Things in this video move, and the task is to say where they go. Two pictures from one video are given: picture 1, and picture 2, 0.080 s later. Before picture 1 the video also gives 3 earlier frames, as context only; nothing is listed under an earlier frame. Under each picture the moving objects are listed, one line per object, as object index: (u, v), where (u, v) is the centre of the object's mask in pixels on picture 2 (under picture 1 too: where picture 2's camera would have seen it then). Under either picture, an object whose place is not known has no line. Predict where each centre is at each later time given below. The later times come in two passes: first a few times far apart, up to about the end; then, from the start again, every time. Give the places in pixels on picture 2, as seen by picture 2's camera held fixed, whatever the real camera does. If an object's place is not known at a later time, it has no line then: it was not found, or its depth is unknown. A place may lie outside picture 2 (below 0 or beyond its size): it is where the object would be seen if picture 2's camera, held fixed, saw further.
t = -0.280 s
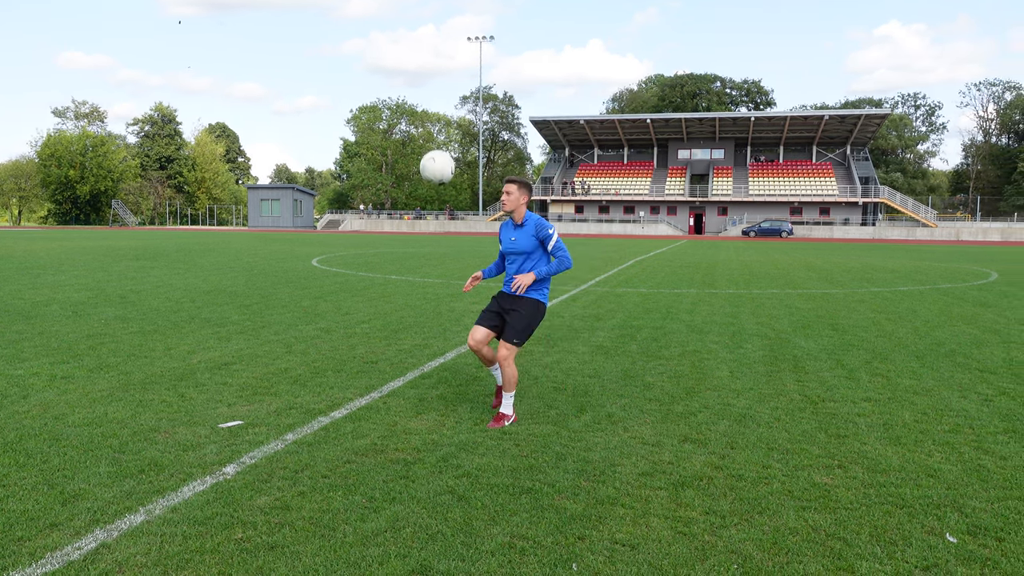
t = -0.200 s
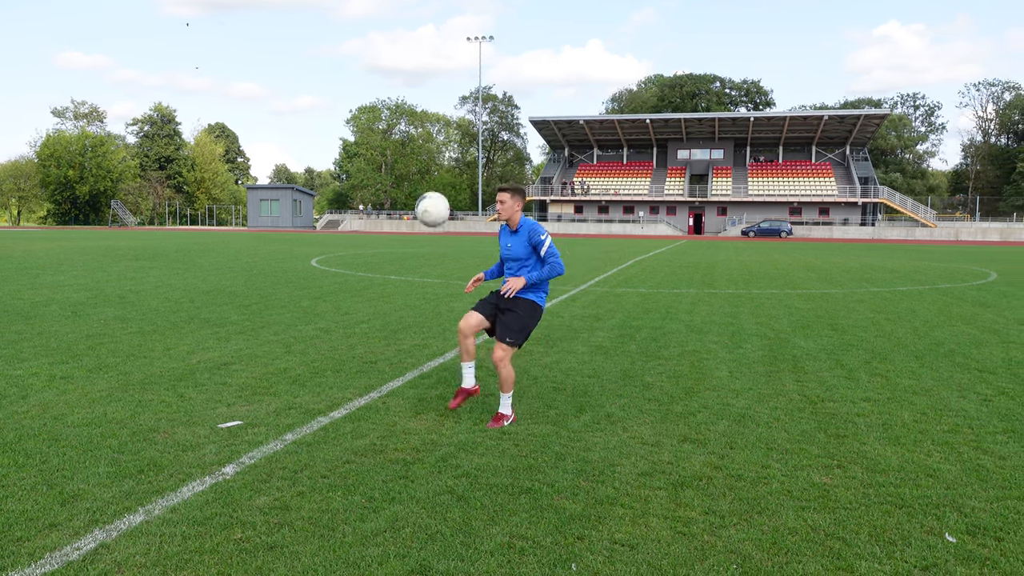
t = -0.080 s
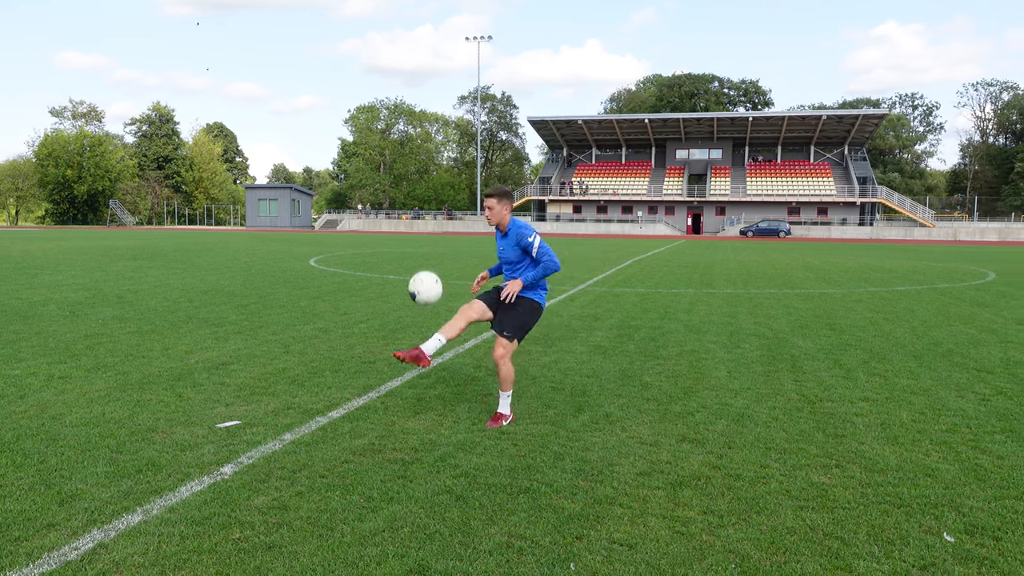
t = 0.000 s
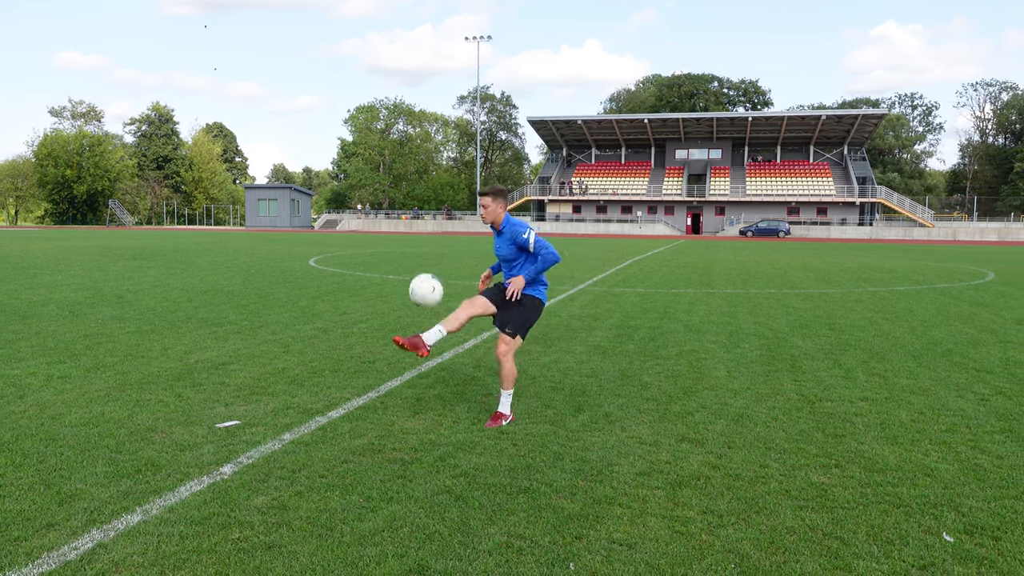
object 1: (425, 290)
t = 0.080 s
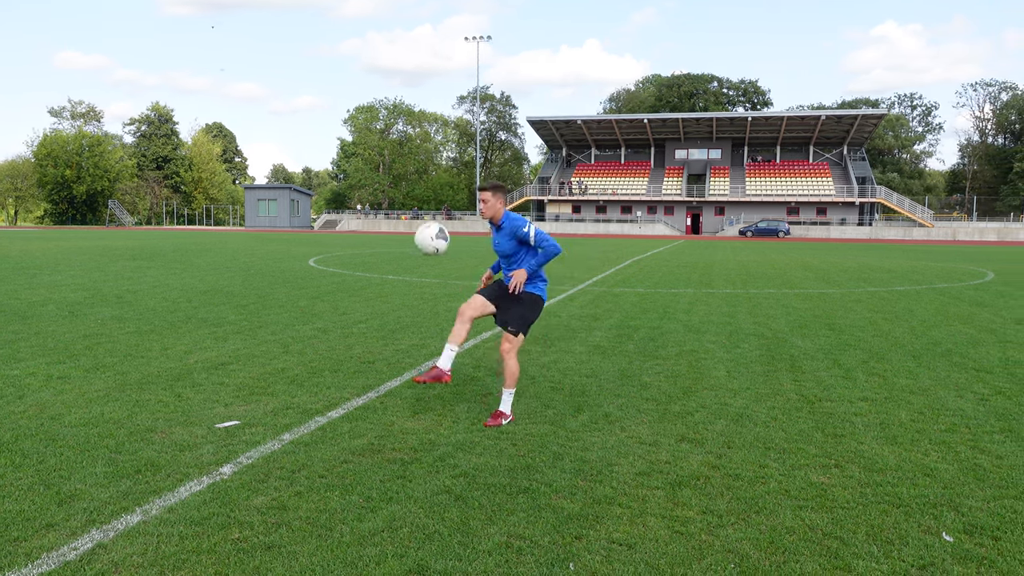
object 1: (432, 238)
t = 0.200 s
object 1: (441, 176)
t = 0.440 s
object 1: (462, 113)
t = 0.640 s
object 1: (480, 132)
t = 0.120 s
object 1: (435, 216)
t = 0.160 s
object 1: (438, 195)
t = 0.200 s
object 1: (441, 176)
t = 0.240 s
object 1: (445, 160)
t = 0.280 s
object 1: (448, 146)
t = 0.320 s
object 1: (452, 133)
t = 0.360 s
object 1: (455, 124)
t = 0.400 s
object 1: (459, 118)
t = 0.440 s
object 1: (462, 113)
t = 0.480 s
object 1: (466, 111)
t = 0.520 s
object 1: (469, 112)
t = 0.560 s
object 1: (473, 116)
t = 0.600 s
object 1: (476, 122)
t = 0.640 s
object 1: (480, 132)
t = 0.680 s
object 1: (484, 145)
